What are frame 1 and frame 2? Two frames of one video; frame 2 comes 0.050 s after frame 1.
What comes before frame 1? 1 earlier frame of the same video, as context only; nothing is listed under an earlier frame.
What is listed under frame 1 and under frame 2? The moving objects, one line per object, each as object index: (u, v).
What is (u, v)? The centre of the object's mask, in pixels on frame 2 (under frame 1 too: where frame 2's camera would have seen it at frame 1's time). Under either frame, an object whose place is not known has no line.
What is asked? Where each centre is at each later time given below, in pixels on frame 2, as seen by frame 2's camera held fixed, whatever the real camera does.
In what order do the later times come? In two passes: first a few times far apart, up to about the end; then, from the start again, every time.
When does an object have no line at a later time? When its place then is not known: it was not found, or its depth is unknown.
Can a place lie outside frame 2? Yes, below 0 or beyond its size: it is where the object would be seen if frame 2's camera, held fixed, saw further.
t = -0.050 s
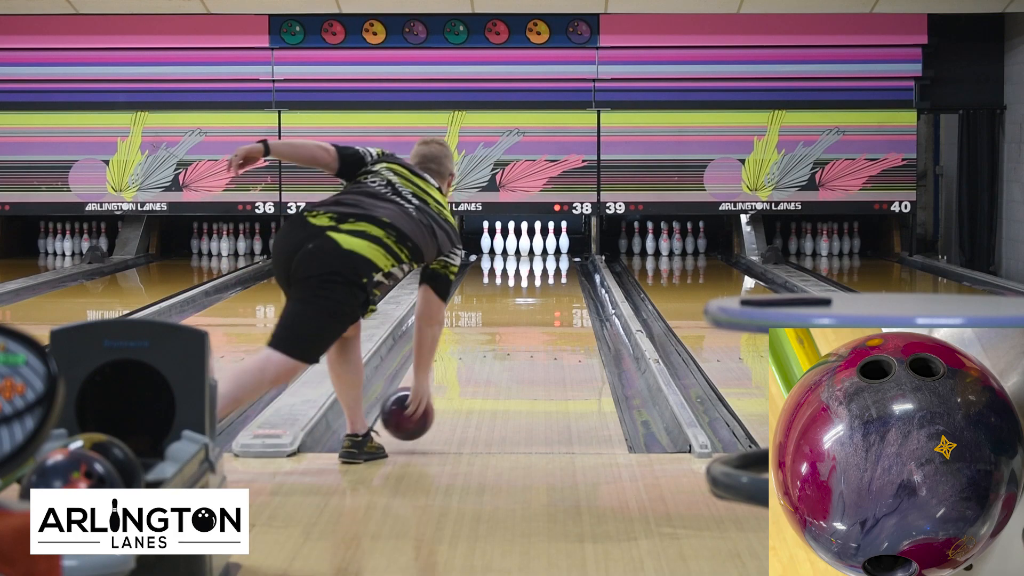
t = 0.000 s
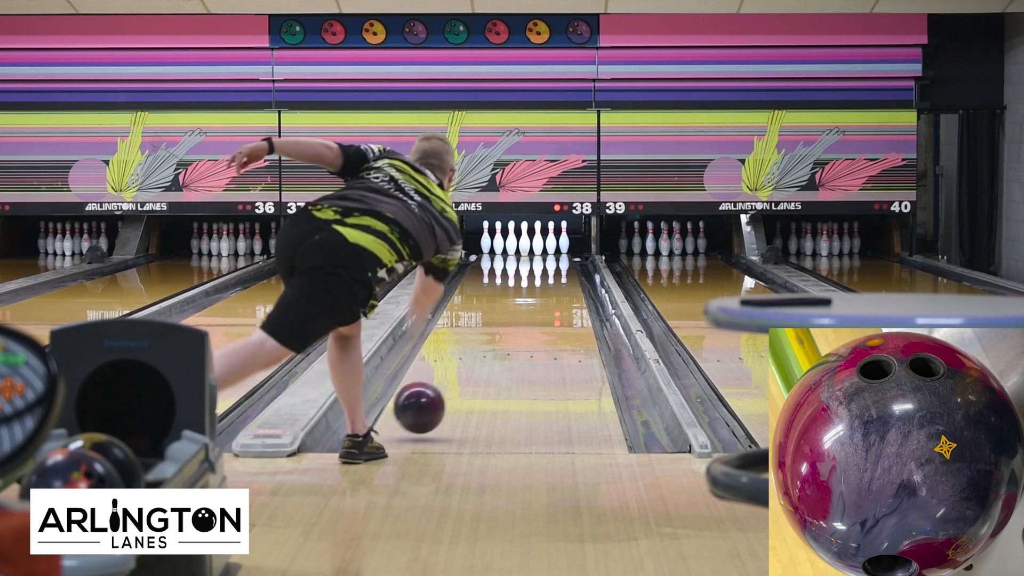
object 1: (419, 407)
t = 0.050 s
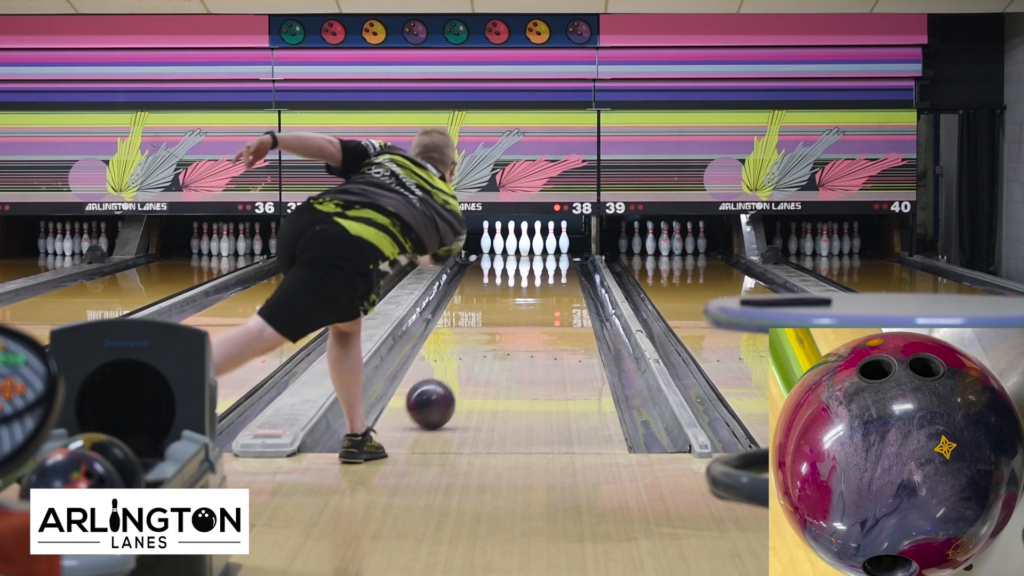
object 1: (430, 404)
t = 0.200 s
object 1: (460, 378)
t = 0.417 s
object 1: (491, 348)
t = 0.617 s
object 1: (513, 327)
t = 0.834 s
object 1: (532, 309)
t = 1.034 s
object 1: (544, 296)
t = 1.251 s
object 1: (553, 283)
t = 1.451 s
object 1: (556, 274)
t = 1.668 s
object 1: (556, 265)
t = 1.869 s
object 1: (550, 259)
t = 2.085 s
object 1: (540, 253)
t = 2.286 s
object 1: (527, 248)
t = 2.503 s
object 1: (521, 245)
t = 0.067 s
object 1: (434, 400)
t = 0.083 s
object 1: (438, 397)
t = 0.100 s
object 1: (441, 394)
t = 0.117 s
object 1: (444, 391)
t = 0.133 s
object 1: (447, 389)
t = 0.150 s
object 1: (450, 386)
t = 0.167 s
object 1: (454, 383)
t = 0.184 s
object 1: (457, 380)
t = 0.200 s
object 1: (460, 378)
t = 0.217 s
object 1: (462, 375)
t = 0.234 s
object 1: (465, 373)
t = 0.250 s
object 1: (468, 370)
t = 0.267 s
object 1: (470, 368)
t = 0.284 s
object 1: (473, 365)
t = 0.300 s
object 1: (475, 363)
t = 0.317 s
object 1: (478, 361)
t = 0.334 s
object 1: (480, 359)
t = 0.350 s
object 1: (482, 357)
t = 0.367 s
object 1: (485, 355)
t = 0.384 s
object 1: (487, 352)
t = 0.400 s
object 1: (489, 350)
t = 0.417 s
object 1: (491, 348)
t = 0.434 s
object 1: (493, 347)
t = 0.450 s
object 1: (495, 345)
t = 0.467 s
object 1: (497, 343)
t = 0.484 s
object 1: (499, 341)
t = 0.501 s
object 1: (501, 339)
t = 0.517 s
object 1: (503, 337)
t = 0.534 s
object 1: (505, 335)
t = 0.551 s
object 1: (507, 334)
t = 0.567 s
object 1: (508, 332)
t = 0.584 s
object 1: (510, 331)
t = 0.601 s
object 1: (512, 329)
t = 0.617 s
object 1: (513, 327)
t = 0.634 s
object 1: (515, 326)
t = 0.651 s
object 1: (516, 324)
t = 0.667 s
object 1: (518, 323)
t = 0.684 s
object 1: (519, 321)
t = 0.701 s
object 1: (521, 320)
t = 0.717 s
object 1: (522, 318)
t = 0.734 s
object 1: (524, 317)
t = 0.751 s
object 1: (525, 316)
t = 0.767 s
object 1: (526, 314)
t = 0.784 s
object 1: (528, 313)
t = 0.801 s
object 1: (529, 312)
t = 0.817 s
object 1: (530, 311)
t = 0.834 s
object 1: (532, 309)
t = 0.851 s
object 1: (533, 308)
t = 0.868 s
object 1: (534, 307)
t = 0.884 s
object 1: (535, 306)
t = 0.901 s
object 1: (536, 305)
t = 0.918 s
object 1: (537, 304)
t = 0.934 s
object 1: (539, 303)
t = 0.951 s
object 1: (540, 302)
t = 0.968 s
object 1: (541, 301)
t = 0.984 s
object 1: (541, 300)
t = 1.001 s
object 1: (542, 298)
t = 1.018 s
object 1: (543, 297)
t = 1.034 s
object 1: (544, 296)
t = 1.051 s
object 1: (545, 295)
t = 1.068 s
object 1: (546, 294)
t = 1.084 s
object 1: (547, 293)
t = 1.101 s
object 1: (547, 292)
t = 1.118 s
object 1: (548, 291)
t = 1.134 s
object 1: (549, 290)
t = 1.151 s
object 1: (549, 289)
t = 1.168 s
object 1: (550, 288)
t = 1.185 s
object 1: (551, 287)
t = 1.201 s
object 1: (551, 286)
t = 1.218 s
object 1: (552, 285)
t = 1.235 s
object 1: (552, 284)
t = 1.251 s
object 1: (553, 283)
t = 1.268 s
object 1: (553, 282)
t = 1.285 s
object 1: (553, 281)
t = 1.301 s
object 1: (554, 280)
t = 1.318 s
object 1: (554, 280)
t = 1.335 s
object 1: (554, 279)
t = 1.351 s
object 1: (555, 278)
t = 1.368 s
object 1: (555, 277)
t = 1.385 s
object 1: (555, 277)
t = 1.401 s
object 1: (555, 276)
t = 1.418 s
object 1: (556, 275)
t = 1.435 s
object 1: (556, 274)
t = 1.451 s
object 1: (556, 274)
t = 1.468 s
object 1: (556, 273)
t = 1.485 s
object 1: (556, 272)
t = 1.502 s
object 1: (556, 272)
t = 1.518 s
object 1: (556, 271)
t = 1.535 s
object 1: (556, 270)
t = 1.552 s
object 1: (557, 269)
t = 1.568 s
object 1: (556, 269)
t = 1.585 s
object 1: (556, 268)
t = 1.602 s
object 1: (556, 268)
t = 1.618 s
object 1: (556, 267)
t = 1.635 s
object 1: (556, 267)
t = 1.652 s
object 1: (556, 266)
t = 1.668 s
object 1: (556, 265)
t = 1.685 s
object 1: (555, 265)
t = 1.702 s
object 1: (555, 264)
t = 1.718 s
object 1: (555, 264)
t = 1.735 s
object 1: (554, 263)
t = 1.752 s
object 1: (554, 262)
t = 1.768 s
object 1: (554, 262)
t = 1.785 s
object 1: (553, 261)
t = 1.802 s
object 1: (553, 261)
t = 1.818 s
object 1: (552, 260)
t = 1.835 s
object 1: (552, 260)
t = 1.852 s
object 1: (551, 259)
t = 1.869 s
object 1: (550, 259)
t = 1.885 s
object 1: (550, 258)
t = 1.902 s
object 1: (549, 258)
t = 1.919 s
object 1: (549, 257)
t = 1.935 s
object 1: (548, 257)
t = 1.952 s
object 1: (547, 256)
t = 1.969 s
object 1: (546, 256)
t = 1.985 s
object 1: (545, 255)
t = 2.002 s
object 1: (544, 255)
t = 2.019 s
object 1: (544, 254)
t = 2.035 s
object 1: (543, 254)
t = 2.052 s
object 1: (542, 253)
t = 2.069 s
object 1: (541, 253)
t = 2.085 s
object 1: (540, 253)
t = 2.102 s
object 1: (539, 252)
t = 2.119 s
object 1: (538, 252)
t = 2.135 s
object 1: (537, 252)
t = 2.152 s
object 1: (536, 251)
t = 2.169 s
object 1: (535, 251)
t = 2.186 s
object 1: (534, 250)
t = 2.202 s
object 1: (532, 250)
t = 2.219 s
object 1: (532, 250)
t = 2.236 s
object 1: (530, 249)
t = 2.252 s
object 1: (529, 249)
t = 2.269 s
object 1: (528, 249)
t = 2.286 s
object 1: (527, 248)
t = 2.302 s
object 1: (526, 248)
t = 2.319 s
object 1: (525, 247)
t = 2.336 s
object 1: (524, 247)
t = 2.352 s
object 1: (523, 247)
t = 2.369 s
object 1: (522, 246)
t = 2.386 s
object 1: (521, 246)
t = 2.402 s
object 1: (520, 246)
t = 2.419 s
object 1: (521, 246)
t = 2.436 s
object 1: (521, 246)
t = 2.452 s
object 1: (521, 246)
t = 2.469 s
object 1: (521, 245)
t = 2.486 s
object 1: (521, 245)
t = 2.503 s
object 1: (521, 245)
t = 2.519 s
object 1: (521, 244)
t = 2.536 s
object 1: (521, 244)
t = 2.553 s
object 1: (521, 244)
